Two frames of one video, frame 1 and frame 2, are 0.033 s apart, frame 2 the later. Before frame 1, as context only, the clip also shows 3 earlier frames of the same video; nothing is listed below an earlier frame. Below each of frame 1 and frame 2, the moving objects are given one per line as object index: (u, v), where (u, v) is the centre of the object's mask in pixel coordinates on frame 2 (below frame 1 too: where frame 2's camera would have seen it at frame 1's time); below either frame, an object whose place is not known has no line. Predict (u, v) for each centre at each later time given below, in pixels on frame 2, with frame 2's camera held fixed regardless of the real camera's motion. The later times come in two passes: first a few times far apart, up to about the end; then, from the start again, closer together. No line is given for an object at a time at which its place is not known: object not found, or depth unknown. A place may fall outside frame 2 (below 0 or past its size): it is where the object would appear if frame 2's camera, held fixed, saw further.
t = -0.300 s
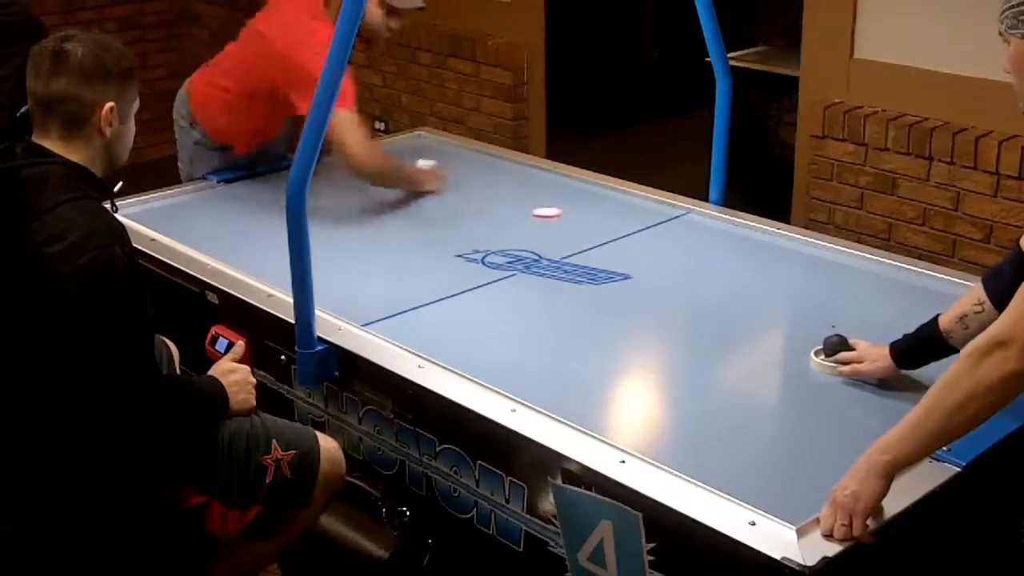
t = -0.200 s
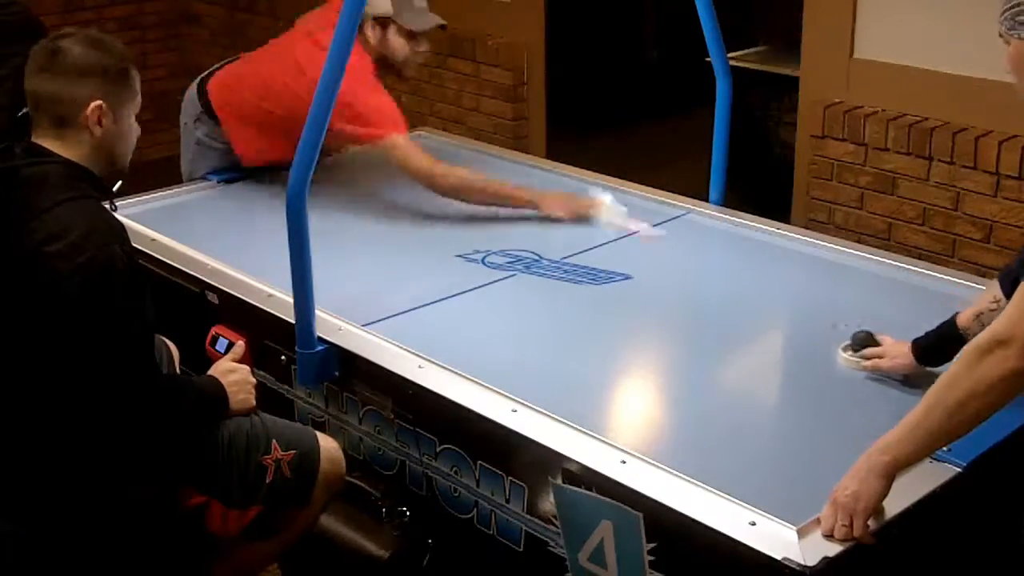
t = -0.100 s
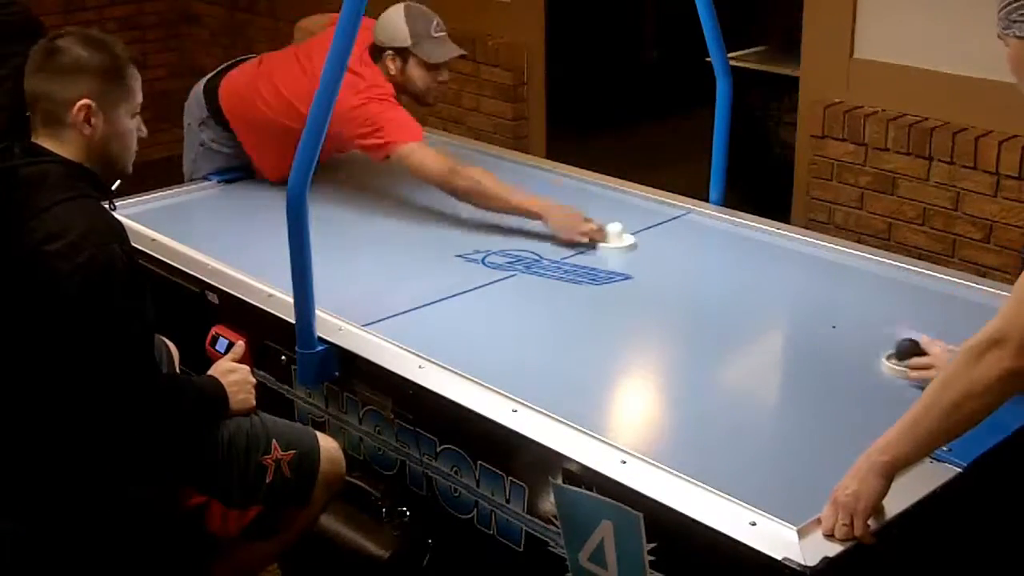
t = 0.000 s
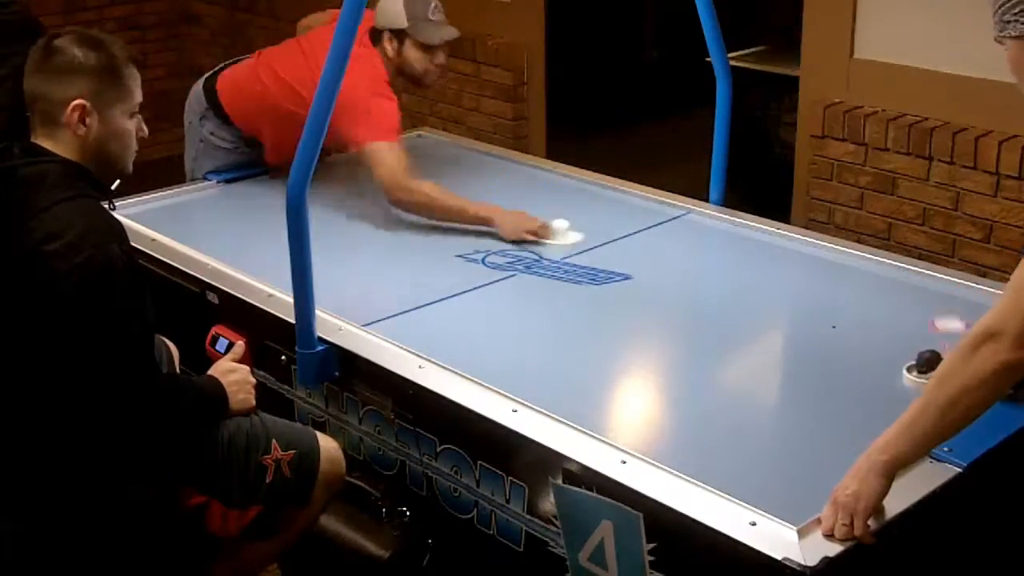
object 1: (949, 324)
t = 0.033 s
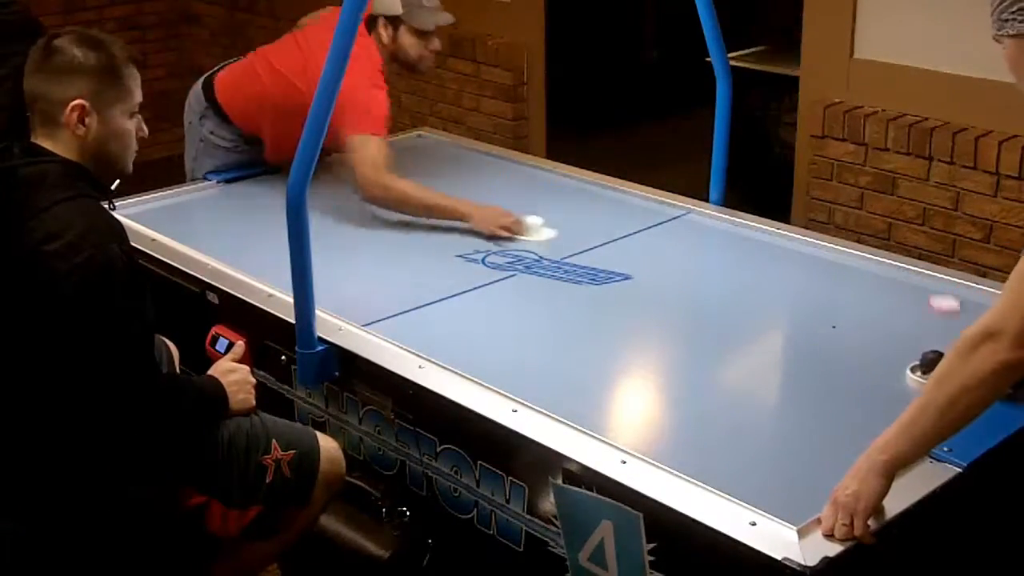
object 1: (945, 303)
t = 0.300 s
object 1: (628, 316)
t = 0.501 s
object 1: (397, 324)
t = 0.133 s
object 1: (846, 299)
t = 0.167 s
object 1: (801, 302)
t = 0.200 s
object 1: (760, 306)
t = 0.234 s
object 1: (716, 309)
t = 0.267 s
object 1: (672, 313)
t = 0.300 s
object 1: (628, 316)
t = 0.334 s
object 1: (583, 319)
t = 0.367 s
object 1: (539, 322)
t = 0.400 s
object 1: (494, 326)
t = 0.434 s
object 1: (448, 329)
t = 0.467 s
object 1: (403, 332)
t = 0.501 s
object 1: (397, 324)
